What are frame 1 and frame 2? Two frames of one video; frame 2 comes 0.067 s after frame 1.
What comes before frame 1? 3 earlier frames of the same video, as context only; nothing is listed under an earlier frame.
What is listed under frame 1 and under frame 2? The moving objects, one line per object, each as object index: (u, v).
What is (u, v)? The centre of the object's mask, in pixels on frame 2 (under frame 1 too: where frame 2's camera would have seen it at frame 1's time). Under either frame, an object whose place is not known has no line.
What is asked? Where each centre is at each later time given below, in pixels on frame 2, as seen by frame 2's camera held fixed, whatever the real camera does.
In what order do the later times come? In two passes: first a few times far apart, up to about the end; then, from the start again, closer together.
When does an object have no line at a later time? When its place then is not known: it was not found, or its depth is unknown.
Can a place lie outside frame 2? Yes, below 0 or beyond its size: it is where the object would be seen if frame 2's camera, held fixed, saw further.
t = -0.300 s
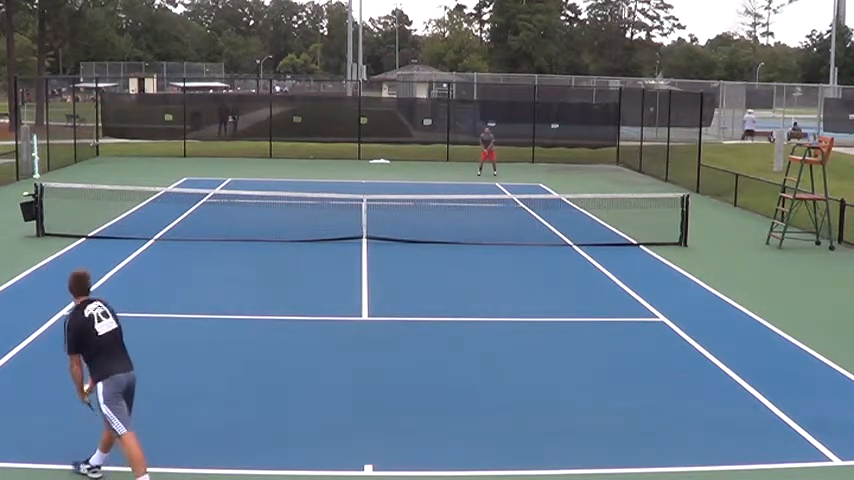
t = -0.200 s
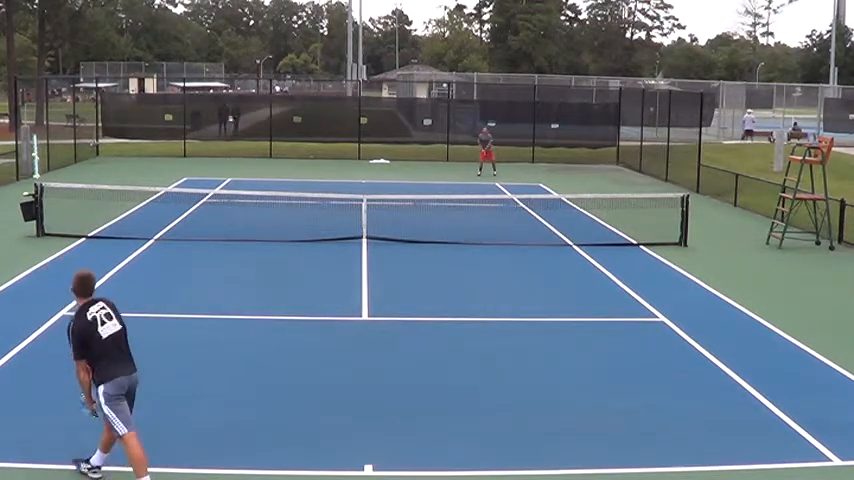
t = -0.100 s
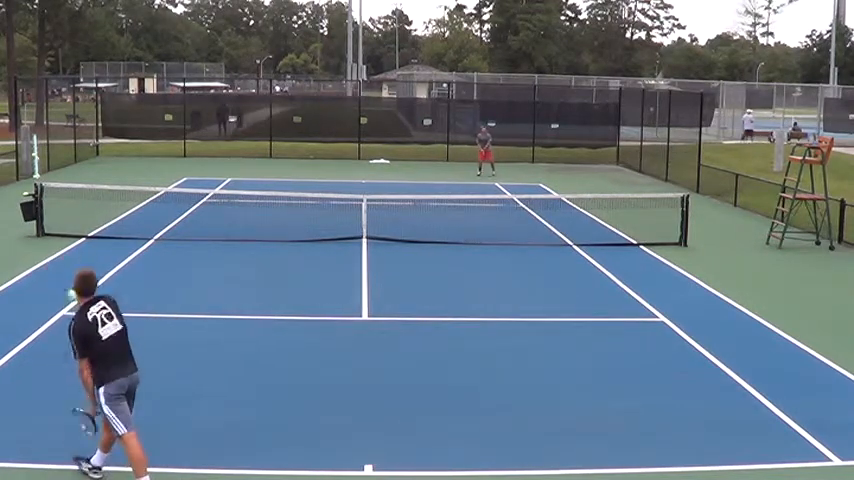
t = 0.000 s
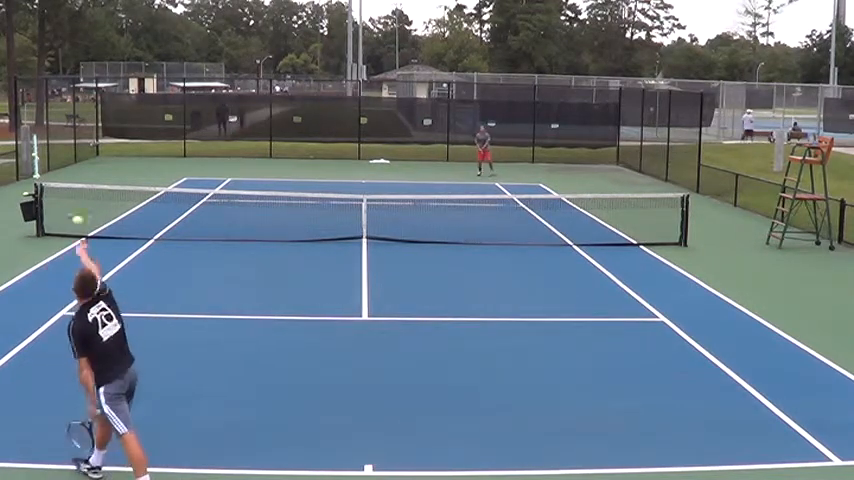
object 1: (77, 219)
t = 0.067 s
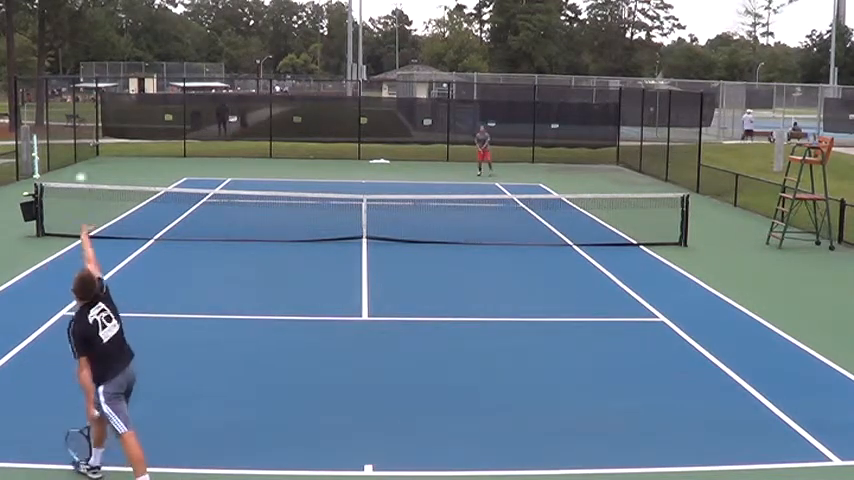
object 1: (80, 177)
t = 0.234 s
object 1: (90, 96)
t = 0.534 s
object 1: (107, 35)
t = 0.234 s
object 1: (90, 96)
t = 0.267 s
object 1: (91, 84)
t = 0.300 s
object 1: (93, 73)
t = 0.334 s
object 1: (96, 63)
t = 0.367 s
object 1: (97, 55)
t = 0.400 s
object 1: (100, 48)
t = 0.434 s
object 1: (101, 43)
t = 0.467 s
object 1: (103, 39)
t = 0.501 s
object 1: (105, 36)
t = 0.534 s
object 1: (107, 35)
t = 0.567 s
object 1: (109, 35)
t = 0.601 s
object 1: (111, 36)
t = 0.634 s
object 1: (113, 39)
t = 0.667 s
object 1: (115, 43)
